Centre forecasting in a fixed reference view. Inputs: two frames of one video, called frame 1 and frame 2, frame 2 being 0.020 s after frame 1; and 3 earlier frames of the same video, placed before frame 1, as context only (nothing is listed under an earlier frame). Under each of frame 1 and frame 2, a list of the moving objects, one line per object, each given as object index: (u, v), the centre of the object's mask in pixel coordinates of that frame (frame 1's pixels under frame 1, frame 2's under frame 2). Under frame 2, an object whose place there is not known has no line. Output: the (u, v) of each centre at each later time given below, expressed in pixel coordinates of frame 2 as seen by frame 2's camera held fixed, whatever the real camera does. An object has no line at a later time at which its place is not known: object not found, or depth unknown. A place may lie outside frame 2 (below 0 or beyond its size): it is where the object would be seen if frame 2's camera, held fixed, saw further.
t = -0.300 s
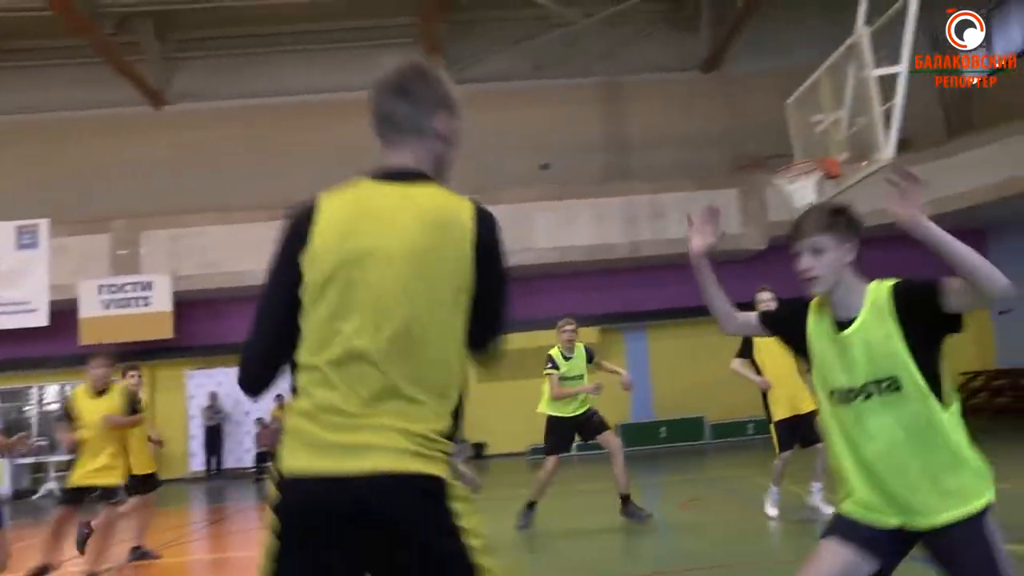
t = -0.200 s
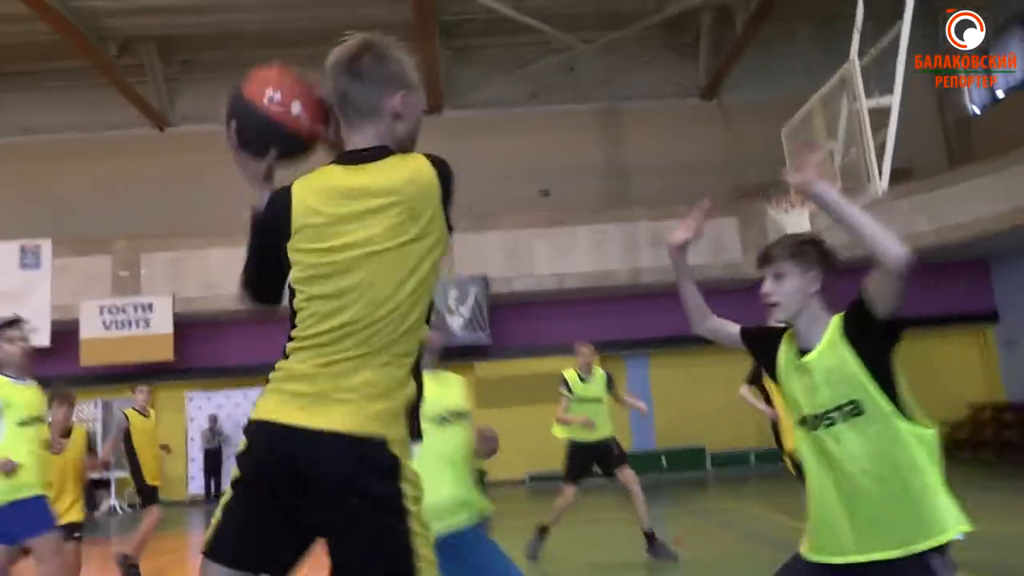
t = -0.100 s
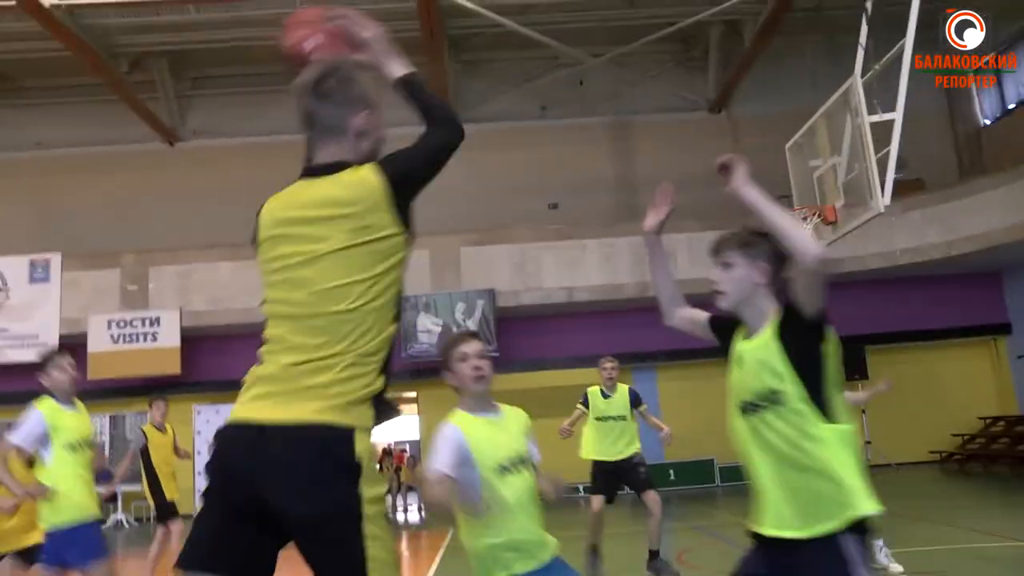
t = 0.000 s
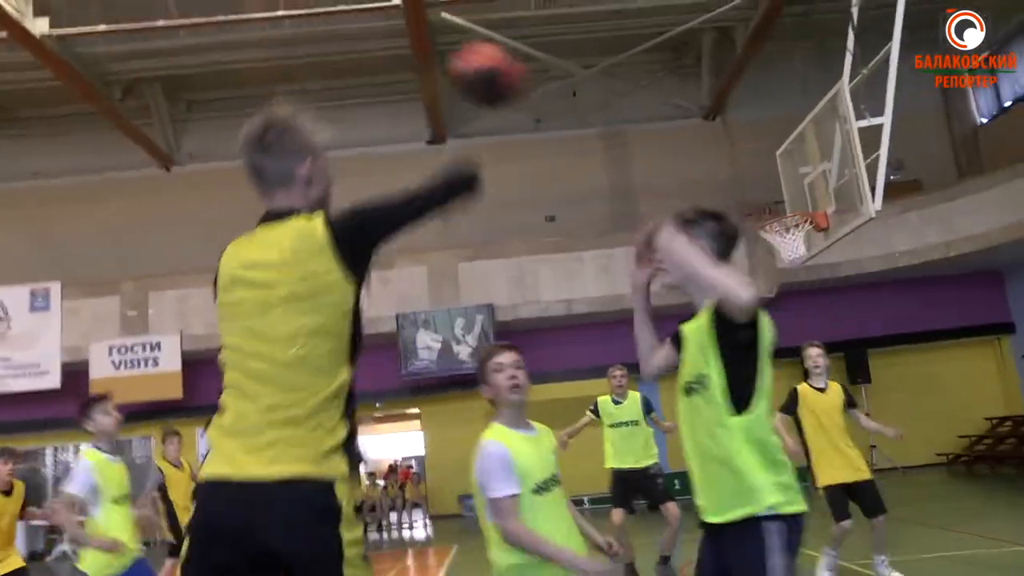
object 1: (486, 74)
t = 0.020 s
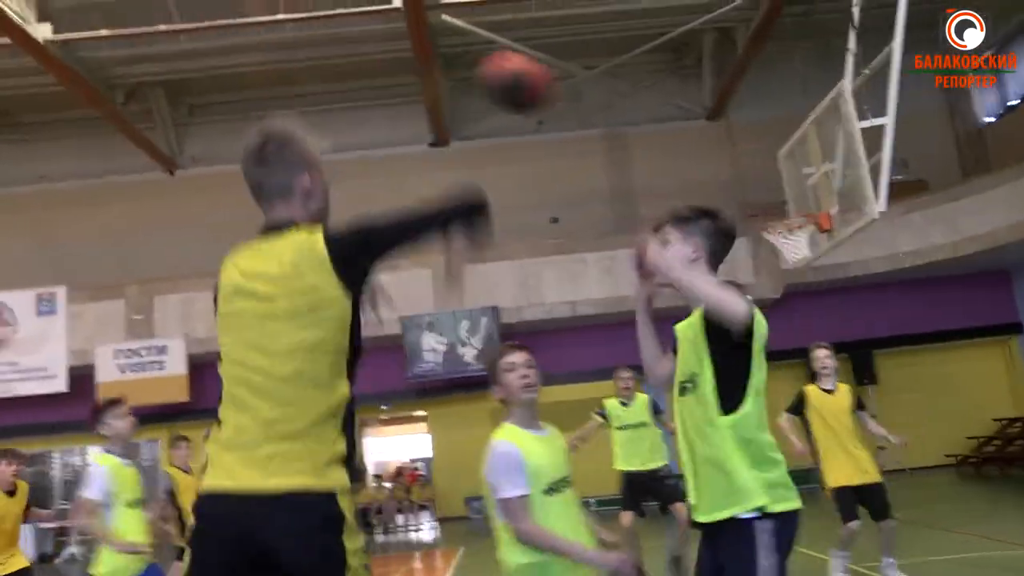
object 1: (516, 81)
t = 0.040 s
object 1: (545, 87)
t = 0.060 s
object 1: (572, 93)
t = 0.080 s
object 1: (605, 98)
